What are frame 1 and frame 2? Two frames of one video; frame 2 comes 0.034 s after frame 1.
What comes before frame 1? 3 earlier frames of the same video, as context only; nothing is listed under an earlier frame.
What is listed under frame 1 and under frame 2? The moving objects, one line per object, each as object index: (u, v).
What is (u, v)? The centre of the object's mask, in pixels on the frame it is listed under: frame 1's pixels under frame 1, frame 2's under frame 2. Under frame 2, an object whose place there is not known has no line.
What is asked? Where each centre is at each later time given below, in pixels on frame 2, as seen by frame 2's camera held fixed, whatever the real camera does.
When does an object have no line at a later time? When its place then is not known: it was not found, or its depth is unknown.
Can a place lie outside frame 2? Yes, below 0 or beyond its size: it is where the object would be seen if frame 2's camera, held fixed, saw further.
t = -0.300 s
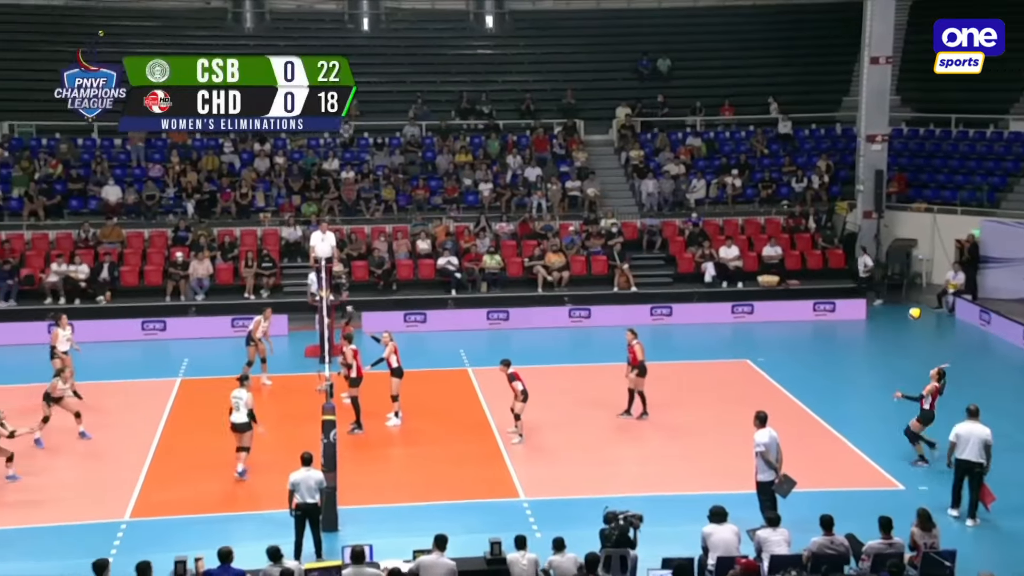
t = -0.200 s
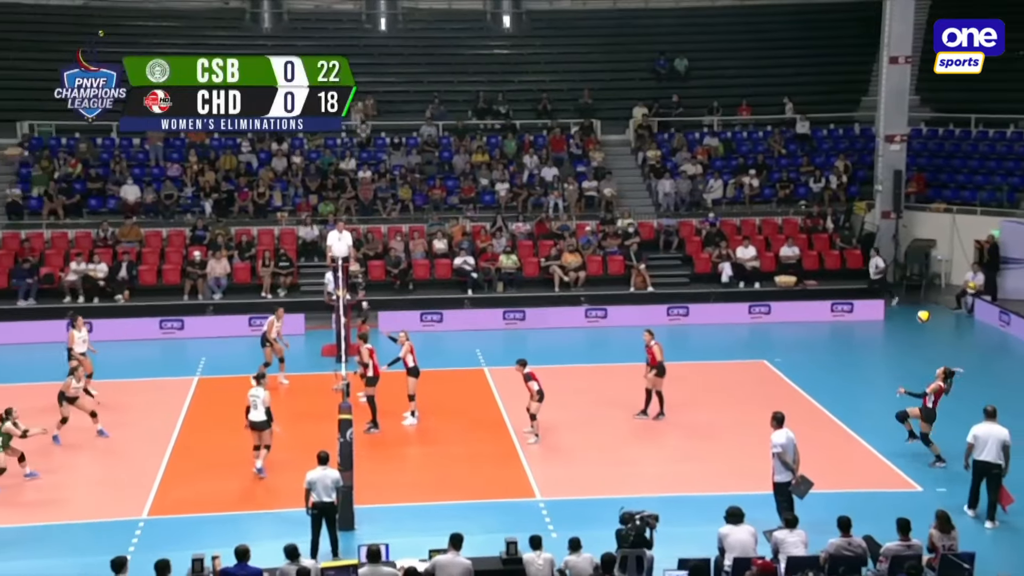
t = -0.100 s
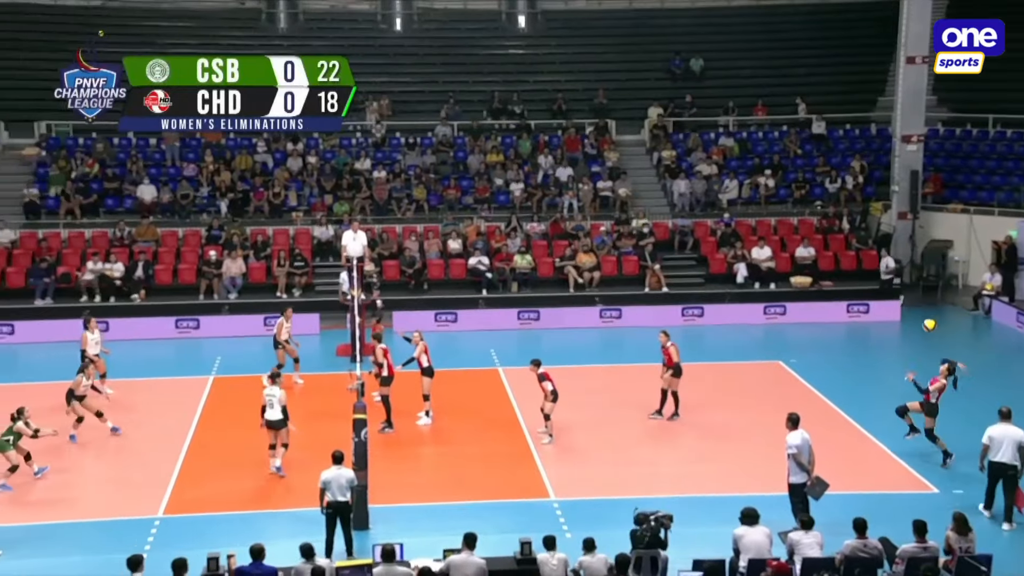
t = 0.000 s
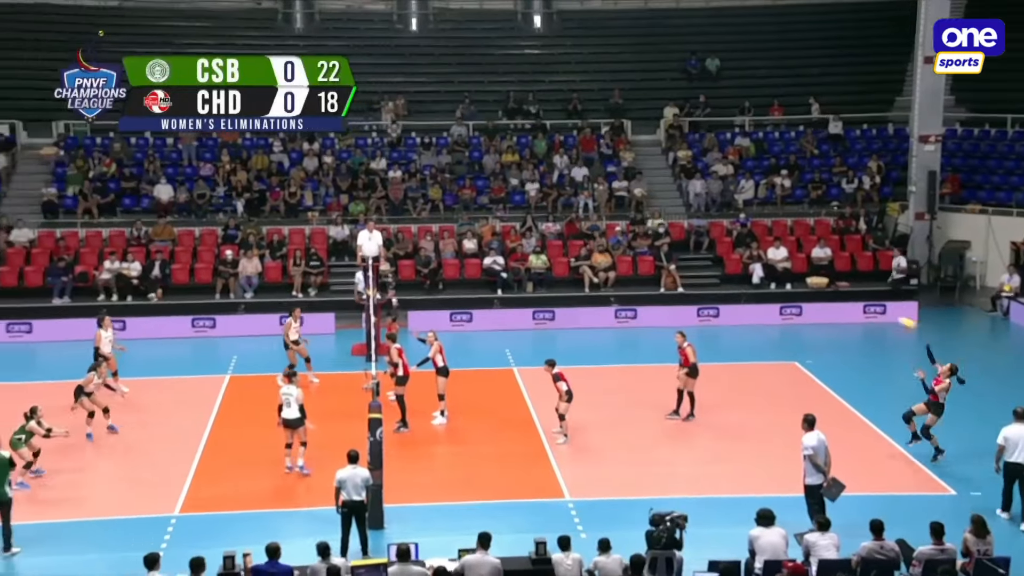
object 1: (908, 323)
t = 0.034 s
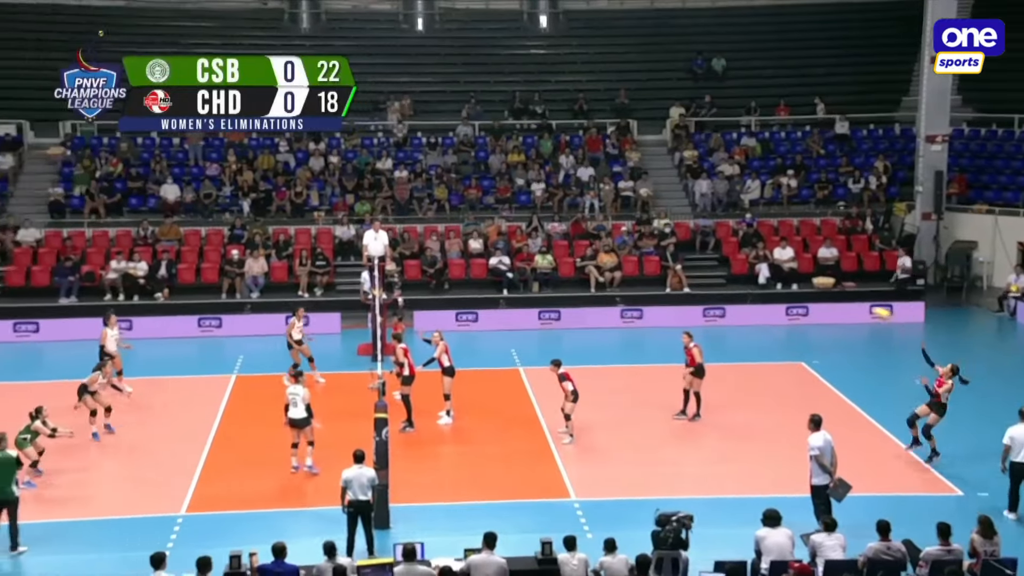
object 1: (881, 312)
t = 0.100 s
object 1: (820, 296)
